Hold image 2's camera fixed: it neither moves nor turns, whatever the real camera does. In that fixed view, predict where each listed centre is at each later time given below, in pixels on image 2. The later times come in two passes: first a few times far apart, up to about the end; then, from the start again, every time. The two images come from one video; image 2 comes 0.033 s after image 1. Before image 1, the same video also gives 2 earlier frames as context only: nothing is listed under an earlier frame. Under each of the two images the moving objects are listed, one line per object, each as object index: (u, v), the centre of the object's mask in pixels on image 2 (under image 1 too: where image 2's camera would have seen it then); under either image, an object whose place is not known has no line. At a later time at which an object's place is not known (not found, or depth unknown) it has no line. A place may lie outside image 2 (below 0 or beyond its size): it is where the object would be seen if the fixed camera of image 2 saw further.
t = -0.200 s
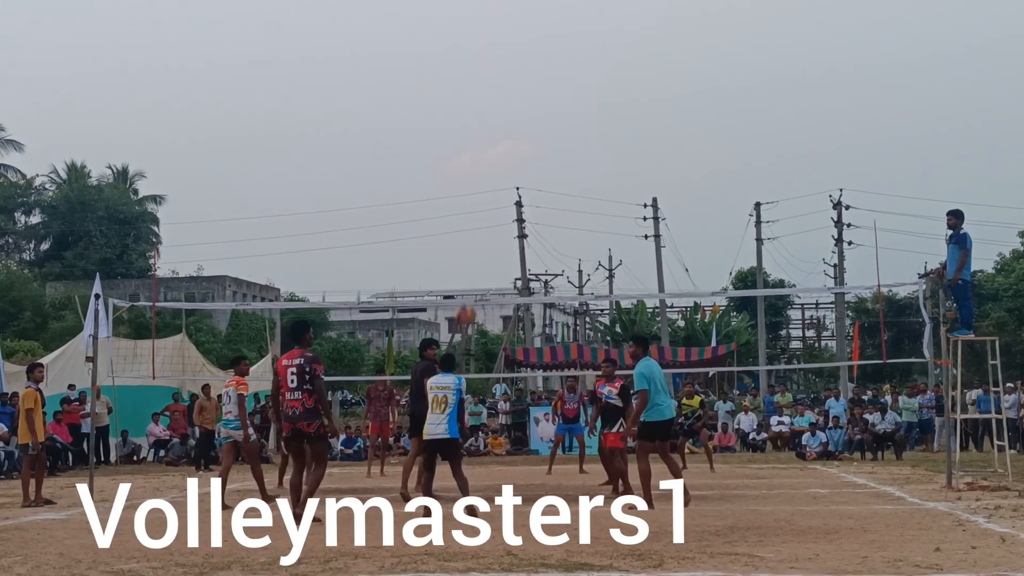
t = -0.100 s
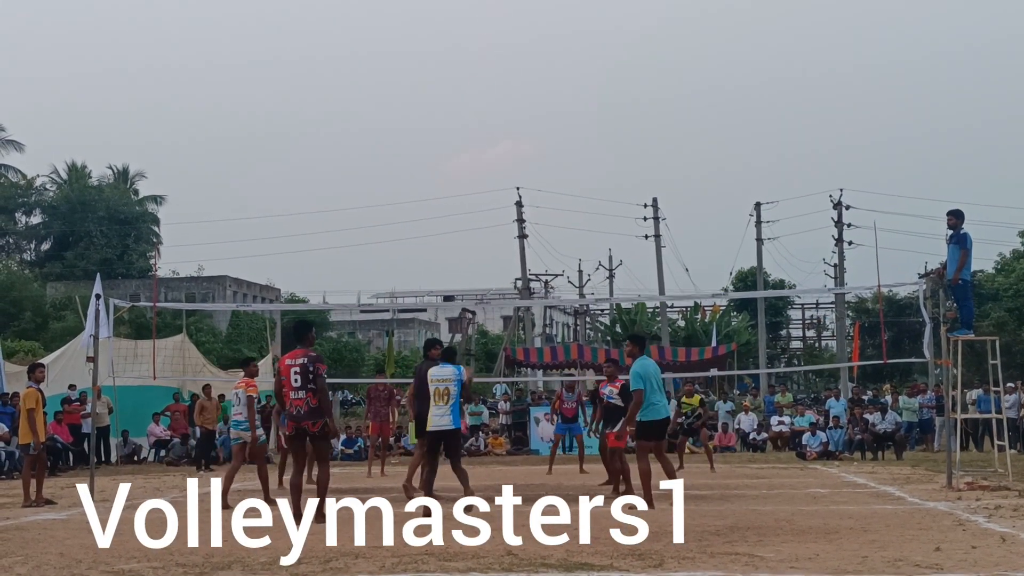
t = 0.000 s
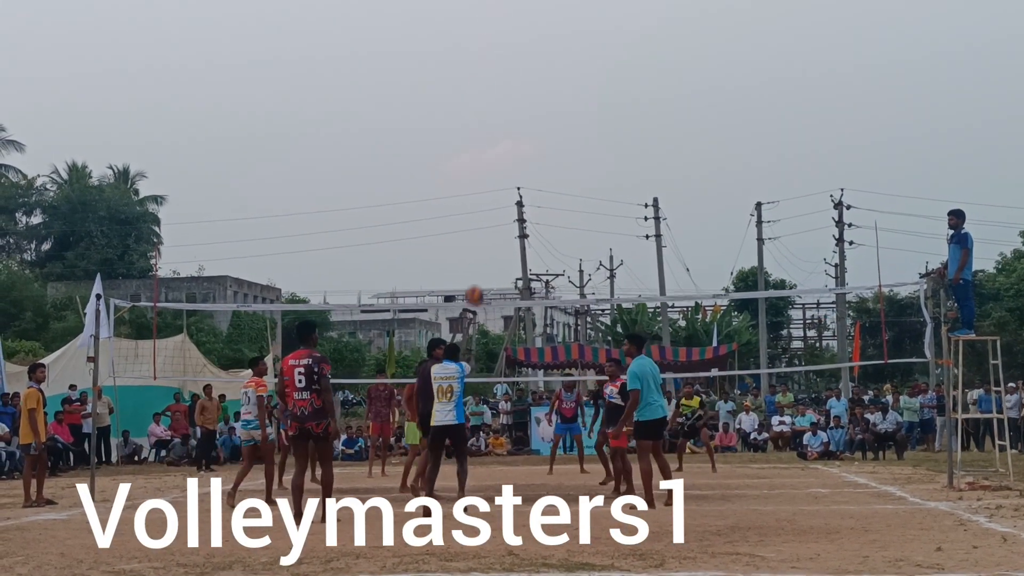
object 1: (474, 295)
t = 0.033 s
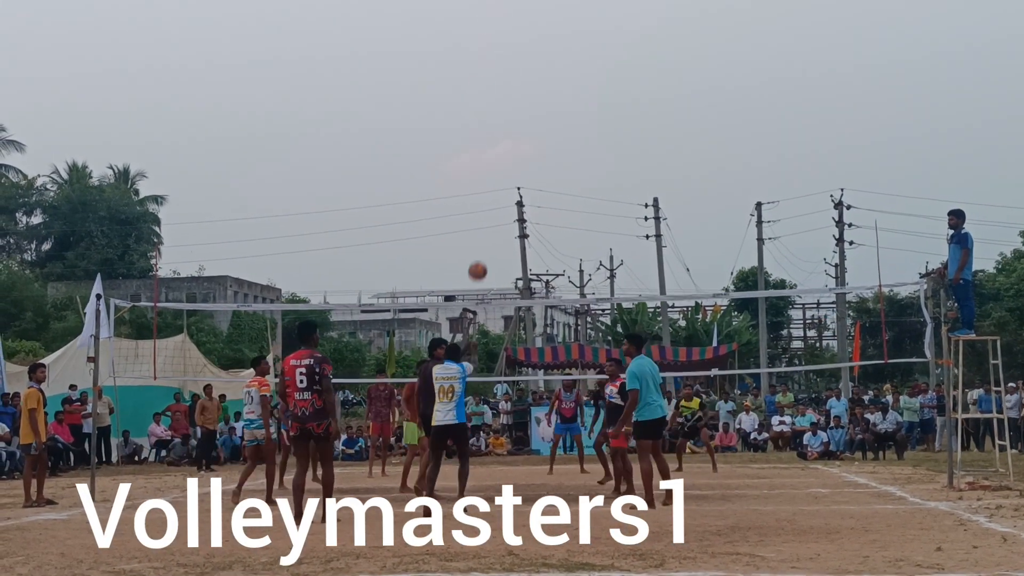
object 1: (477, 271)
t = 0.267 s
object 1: (498, 143)
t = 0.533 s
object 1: (515, 72)
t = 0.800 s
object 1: (528, 63)
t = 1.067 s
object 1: (536, 103)
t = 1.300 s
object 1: (542, 172)
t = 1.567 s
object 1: (545, 283)
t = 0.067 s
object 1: (481, 248)
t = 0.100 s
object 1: (484, 227)
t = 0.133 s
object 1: (487, 207)
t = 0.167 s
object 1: (490, 189)
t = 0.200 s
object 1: (493, 172)
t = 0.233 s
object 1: (496, 157)
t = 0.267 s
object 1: (498, 143)
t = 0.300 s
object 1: (501, 130)
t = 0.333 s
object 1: (503, 119)
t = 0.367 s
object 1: (505, 108)
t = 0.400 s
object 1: (507, 99)
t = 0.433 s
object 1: (509, 91)
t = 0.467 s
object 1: (511, 84)
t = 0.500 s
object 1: (513, 78)
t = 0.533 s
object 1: (515, 72)
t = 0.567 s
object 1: (517, 68)
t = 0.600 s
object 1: (519, 65)
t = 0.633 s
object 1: (520, 62)
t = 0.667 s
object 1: (522, 60)
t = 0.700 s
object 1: (523, 60)
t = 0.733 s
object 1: (525, 60)
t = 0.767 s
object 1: (526, 61)
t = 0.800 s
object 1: (528, 63)
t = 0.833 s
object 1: (529, 65)
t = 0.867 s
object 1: (530, 69)
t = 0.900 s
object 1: (531, 73)
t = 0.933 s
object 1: (532, 77)
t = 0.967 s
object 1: (533, 83)
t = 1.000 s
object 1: (534, 89)
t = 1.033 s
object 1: (535, 96)
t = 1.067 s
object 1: (536, 103)
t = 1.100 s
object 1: (537, 111)
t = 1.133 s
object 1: (538, 120)
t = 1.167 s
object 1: (539, 129)
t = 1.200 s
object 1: (540, 139)
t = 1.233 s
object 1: (540, 149)
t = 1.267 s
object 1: (541, 160)
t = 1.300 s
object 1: (542, 172)
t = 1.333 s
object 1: (542, 184)
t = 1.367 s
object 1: (542, 197)
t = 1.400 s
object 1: (543, 210)
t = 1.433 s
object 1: (543, 223)
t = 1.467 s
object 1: (544, 238)
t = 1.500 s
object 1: (544, 252)
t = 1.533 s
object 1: (545, 267)
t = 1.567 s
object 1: (545, 283)
